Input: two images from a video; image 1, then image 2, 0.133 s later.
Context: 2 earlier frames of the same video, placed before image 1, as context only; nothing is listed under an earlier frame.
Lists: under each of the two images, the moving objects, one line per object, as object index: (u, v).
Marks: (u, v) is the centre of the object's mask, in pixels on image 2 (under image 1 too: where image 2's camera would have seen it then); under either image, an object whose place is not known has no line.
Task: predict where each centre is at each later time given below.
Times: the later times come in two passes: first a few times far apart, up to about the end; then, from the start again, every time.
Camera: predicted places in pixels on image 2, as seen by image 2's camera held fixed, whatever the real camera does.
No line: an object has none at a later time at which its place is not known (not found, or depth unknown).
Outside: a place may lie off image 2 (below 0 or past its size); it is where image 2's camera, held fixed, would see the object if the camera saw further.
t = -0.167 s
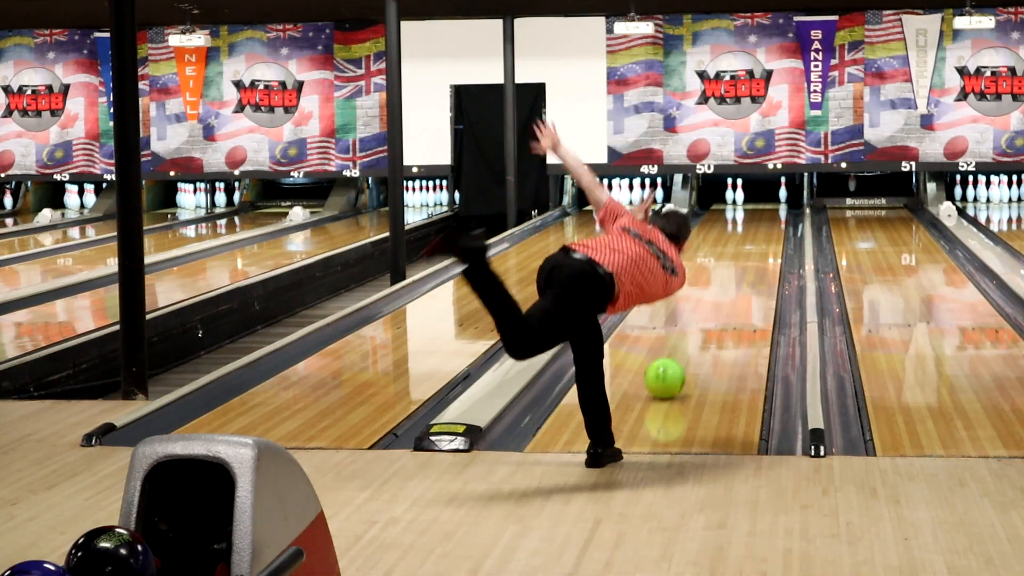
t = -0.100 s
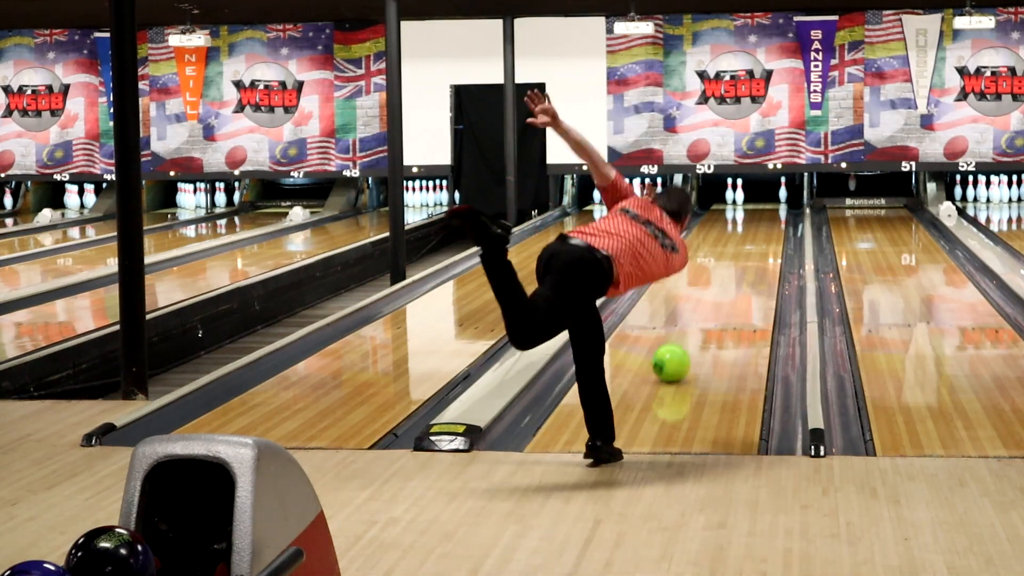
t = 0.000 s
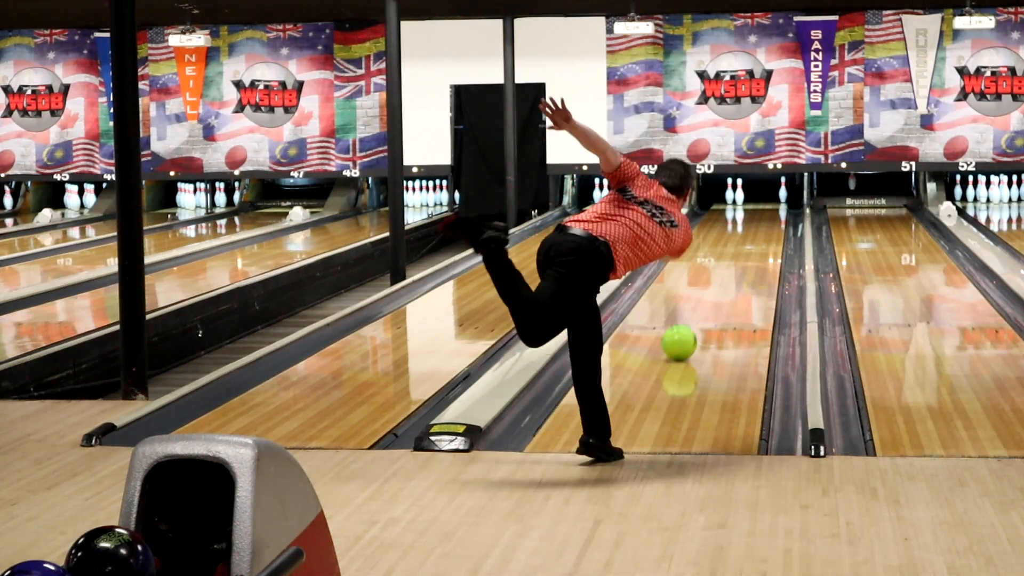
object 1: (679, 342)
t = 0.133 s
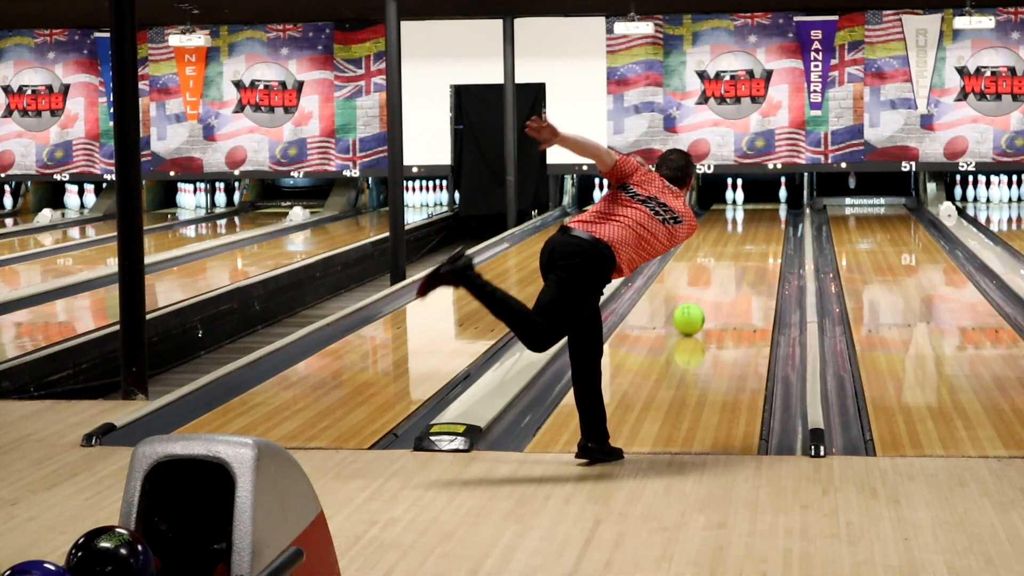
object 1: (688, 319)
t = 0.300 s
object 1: (698, 297)
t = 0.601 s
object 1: (711, 265)
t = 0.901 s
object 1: (720, 242)
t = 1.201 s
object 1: (726, 225)
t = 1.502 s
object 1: (731, 211)
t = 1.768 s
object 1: (738, 203)
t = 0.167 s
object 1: (691, 314)
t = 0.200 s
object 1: (692, 309)
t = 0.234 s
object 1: (694, 305)
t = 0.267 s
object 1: (696, 301)
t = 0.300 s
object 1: (698, 297)
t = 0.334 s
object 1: (699, 293)
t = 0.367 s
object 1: (701, 289)
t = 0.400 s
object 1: (703, 285)
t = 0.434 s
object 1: (704, 281)
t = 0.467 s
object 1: (705, 278)
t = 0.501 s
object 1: (707, 275)
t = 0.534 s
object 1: (708, 271)
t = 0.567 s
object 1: (709, 268)
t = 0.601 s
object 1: (711, 265)
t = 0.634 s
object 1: (712, 262)
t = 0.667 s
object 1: (713, 260)
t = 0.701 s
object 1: (714, 257)
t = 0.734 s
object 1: (715, 254)
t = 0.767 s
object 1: (716, 251)
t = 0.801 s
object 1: (717, 249)
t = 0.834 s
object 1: (718, 247)
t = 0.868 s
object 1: (718, 244)
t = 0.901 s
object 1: (720, 242)
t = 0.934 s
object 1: (720, 240)
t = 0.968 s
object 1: (721, 238)
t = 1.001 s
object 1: (721, 236)
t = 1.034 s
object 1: (723, 234)
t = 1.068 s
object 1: (723, 232)
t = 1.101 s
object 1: (724, 230)
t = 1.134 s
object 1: (724, 228)
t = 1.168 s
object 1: (725, 226)
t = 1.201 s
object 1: (726, 225)
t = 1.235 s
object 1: (727, 223)
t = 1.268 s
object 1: (727, 221)
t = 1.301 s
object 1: (728, 220)
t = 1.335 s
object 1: (728, 218)
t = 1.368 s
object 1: (729, 216)
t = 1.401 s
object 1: (729, 215)
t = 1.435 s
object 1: (730, 214)
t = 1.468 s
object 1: (730, 212)
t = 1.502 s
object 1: (731, 211)
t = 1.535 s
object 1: (732, 209)
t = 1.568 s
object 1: (732, 209)
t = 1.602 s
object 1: (733, 207)
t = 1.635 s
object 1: (733, 206)
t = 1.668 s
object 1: (734, 204)
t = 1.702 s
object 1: (734, 204)
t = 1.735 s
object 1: (735, 203)
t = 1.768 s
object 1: (738, 203)
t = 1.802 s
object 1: (734, 199)
